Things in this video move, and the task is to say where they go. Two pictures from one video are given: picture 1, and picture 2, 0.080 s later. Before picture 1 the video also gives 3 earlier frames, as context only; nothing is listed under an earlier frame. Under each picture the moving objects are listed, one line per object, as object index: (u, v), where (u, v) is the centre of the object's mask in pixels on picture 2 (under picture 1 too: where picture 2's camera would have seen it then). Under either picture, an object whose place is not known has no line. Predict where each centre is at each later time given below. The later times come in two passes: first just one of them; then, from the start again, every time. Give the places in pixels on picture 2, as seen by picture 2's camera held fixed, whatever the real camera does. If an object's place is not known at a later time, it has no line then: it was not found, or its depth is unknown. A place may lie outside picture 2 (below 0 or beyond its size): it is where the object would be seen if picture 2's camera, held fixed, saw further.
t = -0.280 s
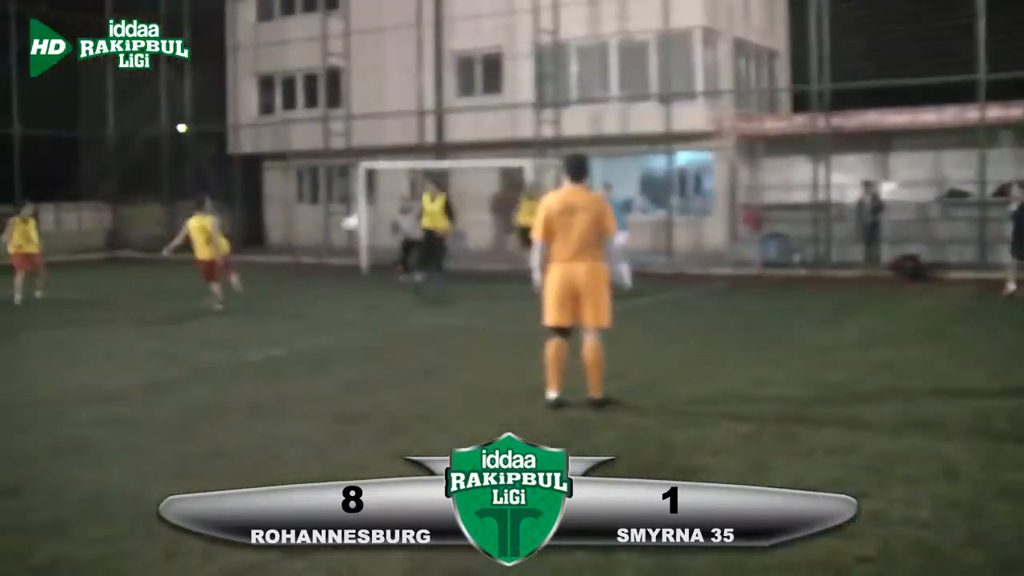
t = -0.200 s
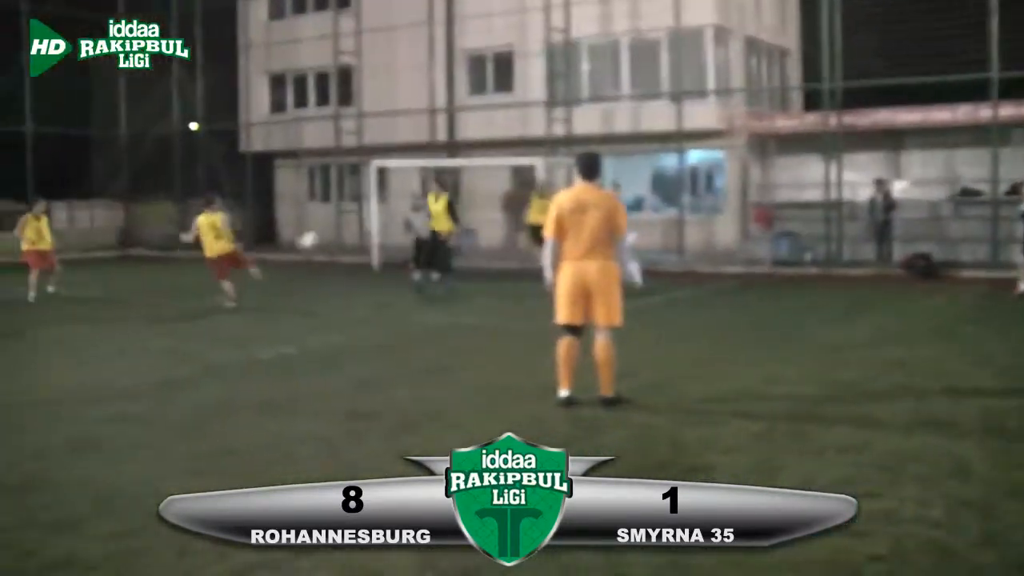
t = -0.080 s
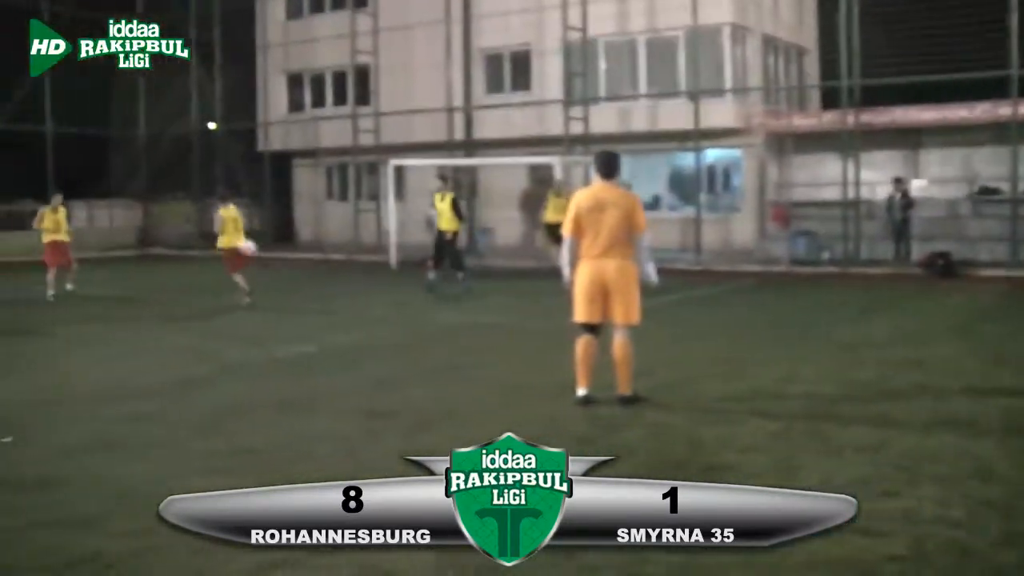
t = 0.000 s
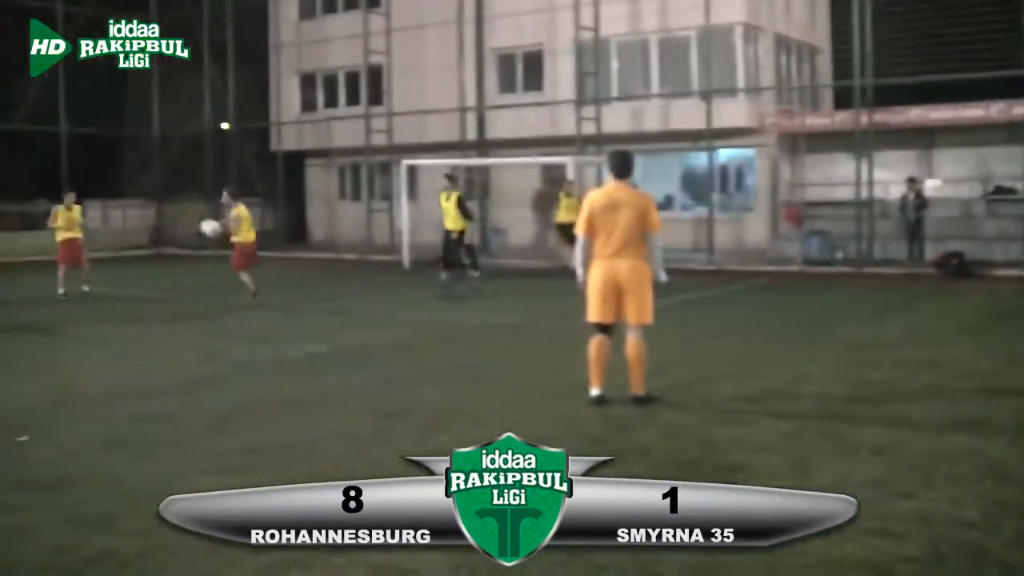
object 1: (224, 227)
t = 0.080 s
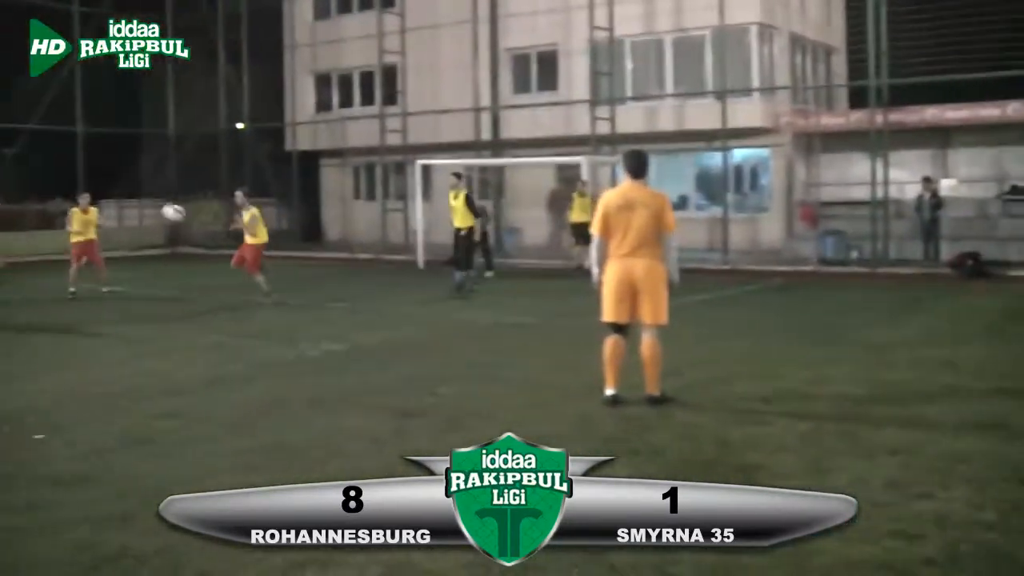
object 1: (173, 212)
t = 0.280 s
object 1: (23, 196)
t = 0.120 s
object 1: (145, 206)
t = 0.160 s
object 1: (118, 201)
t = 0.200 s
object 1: (89, 198)
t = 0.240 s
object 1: (57, 195)
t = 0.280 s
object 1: (23, 196)
